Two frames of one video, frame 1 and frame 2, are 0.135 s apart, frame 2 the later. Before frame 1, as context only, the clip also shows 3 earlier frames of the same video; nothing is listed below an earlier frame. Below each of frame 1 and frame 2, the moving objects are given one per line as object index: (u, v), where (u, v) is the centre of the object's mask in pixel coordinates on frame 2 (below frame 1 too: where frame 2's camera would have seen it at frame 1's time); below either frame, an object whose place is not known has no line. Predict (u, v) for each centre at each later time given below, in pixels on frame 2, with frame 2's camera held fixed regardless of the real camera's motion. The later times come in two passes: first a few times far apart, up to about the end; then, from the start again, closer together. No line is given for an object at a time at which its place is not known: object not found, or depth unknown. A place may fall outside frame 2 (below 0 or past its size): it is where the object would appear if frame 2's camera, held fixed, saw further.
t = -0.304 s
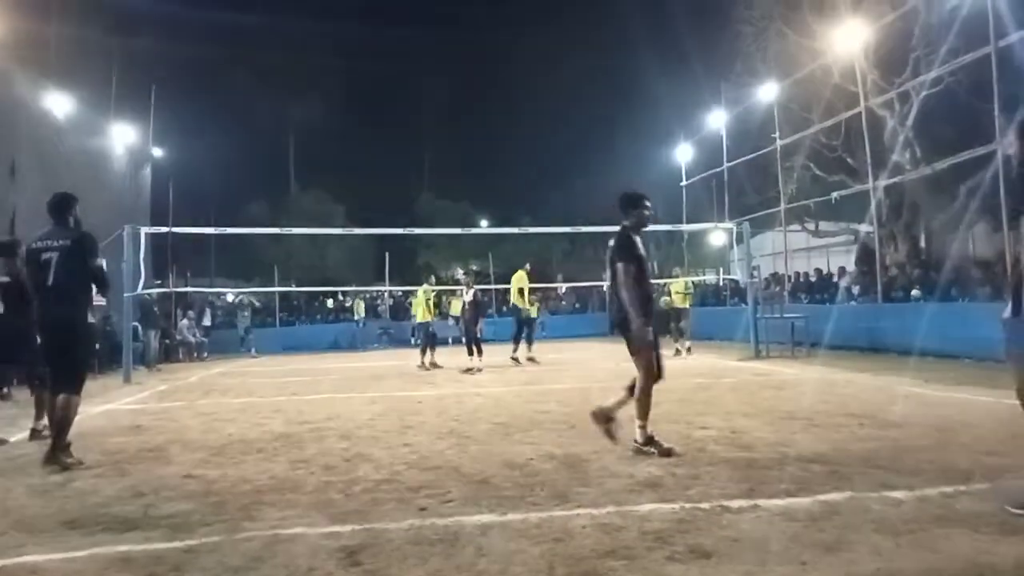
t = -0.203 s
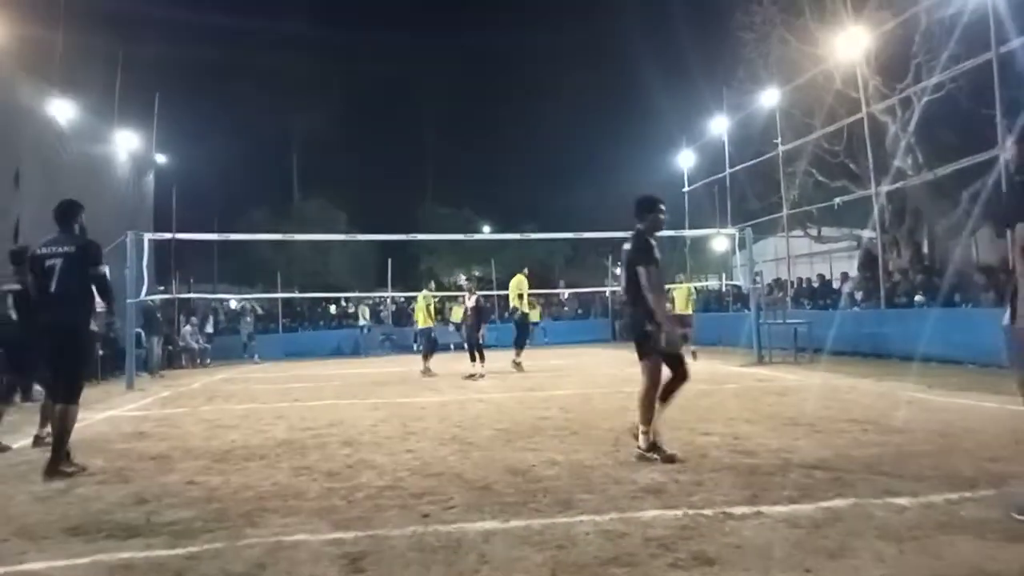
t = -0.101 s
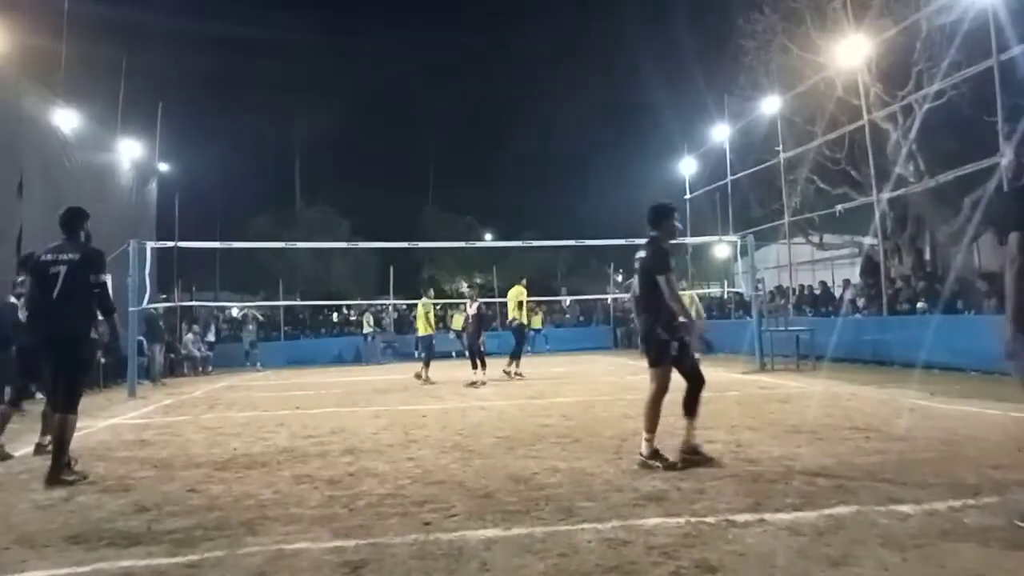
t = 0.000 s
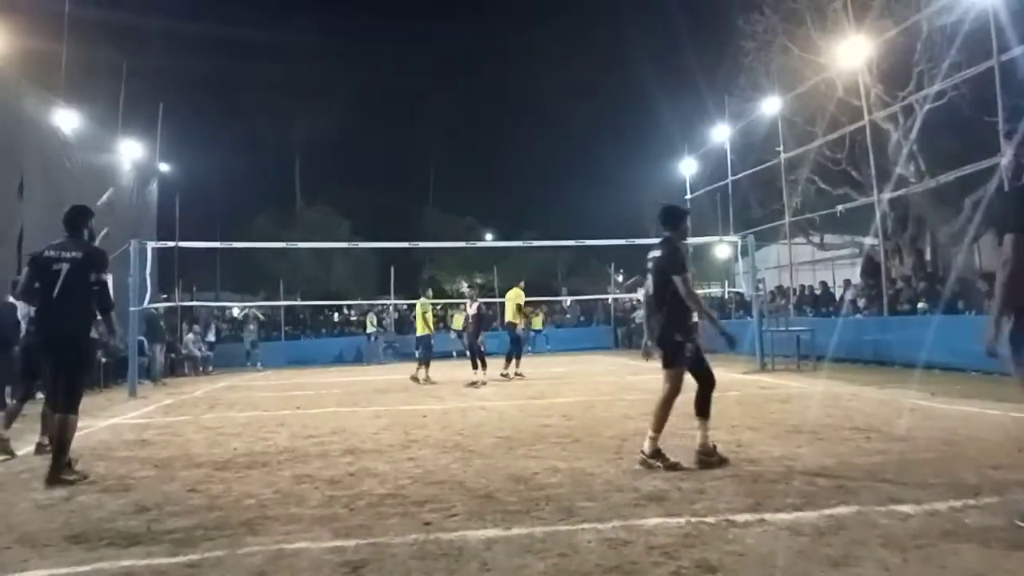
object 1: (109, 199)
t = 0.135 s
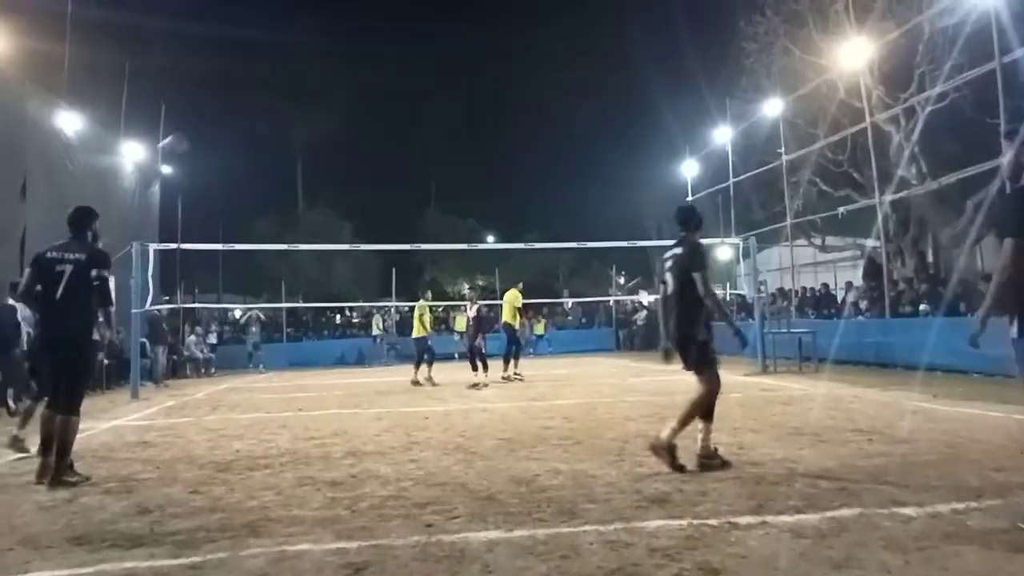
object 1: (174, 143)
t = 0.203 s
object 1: (199, 127)
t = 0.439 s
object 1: (275, 99)
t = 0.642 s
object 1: (327, 112)
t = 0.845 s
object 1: (369, 150)
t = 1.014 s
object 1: (399, 196)
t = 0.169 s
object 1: (187, 136)
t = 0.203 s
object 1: (199, 127)
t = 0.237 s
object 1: (212, 120)
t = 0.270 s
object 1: (223, 113)
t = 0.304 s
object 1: (234, 108)
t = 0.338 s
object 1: (245, 105)
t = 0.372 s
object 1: (255, 101)
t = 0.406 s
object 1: (265, 100)
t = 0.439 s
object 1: (275, 99)
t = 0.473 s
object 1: (284, 99)
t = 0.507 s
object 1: (294, 100)
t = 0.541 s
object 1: (302, 102)
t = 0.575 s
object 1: (311, 105)
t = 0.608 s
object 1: (319, 108)
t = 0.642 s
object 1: (327, 112)
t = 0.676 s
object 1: (334, 116)
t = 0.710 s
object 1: (342, 122)
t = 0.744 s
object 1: (349, 128)
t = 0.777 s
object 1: (356, 135)
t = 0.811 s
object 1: (363, 142)
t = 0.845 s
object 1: (369, 150)
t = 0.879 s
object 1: (375, 158)
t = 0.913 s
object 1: (382, 167)
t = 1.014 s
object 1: (399, 196)
